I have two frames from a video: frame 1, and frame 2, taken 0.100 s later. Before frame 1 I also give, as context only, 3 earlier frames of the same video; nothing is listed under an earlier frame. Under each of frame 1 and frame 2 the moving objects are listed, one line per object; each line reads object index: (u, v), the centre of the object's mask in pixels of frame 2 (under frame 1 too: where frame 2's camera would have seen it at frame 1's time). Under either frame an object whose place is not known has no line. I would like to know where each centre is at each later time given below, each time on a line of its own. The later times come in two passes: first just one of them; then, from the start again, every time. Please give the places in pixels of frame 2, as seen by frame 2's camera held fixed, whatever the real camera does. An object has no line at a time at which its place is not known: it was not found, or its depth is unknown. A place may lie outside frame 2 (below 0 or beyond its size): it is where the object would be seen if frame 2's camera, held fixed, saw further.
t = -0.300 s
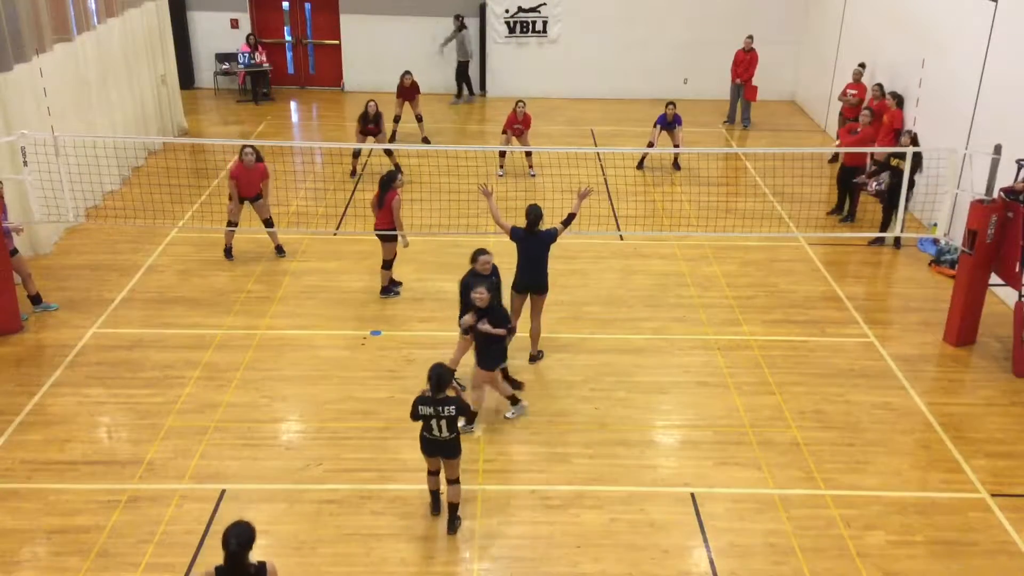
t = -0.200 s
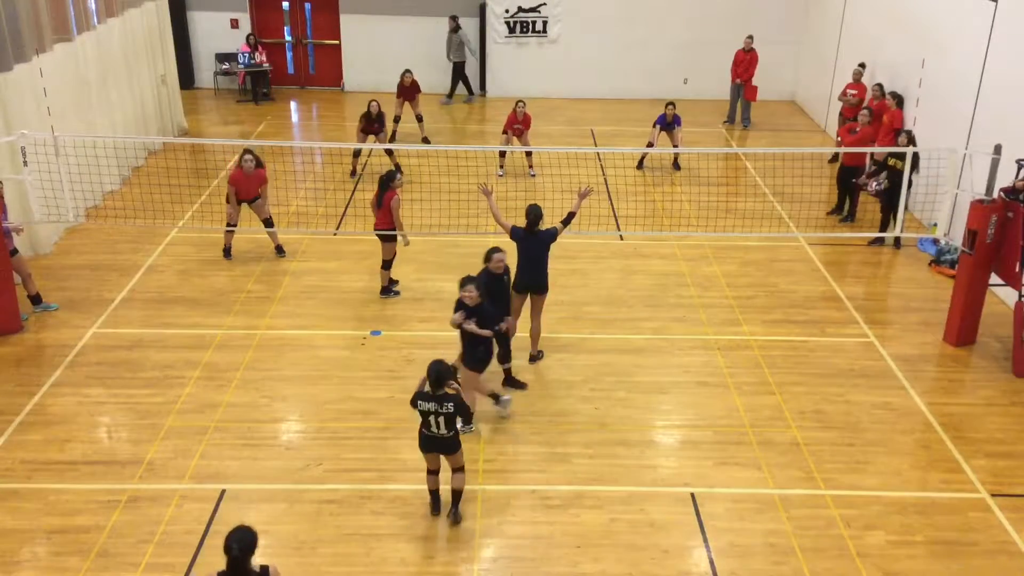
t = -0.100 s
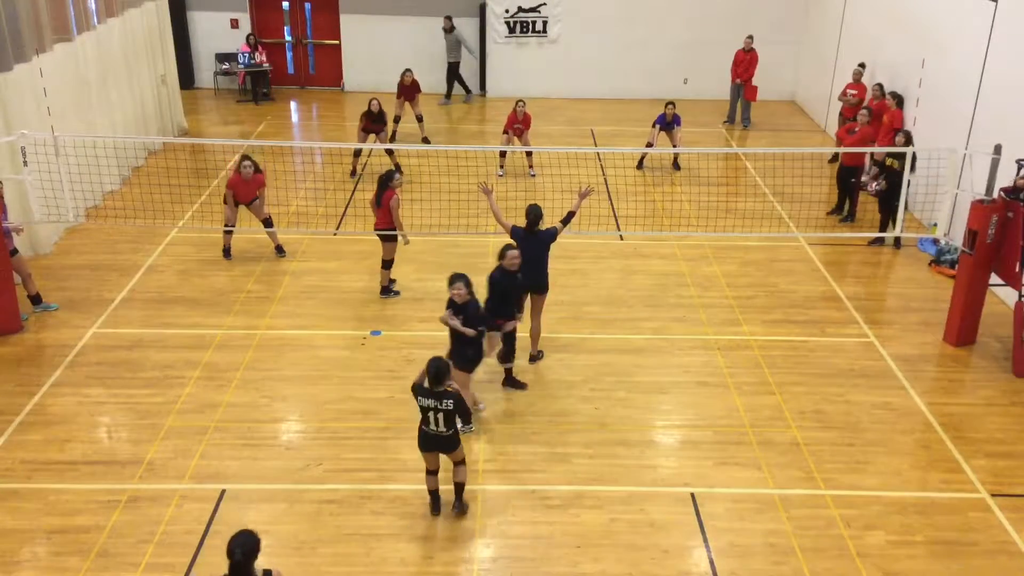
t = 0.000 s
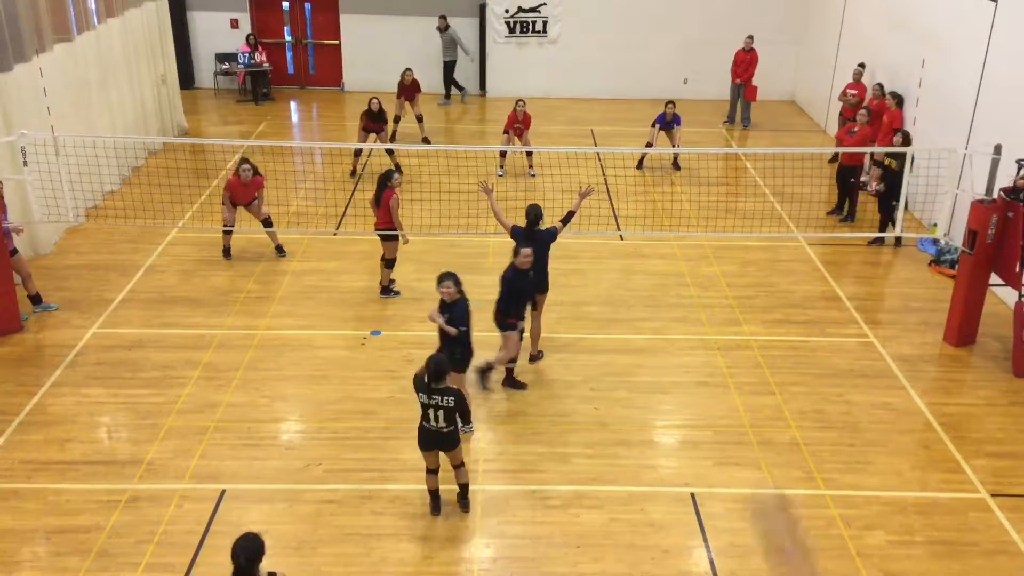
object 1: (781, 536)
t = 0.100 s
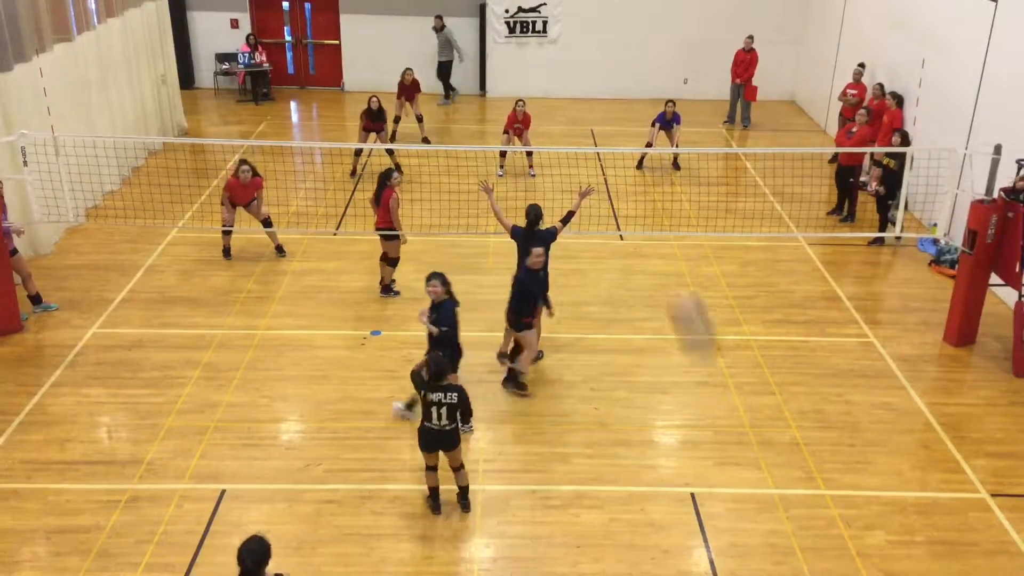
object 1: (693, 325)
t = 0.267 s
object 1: (609, 138)
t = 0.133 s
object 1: (671, 277)
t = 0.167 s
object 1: (652, 234)
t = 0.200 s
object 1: (637, 199)
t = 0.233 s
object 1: (622, 168)
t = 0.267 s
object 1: (609, 138)
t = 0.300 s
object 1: (598, 117)
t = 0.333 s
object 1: (588, 99)
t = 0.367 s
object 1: (579, 83)
